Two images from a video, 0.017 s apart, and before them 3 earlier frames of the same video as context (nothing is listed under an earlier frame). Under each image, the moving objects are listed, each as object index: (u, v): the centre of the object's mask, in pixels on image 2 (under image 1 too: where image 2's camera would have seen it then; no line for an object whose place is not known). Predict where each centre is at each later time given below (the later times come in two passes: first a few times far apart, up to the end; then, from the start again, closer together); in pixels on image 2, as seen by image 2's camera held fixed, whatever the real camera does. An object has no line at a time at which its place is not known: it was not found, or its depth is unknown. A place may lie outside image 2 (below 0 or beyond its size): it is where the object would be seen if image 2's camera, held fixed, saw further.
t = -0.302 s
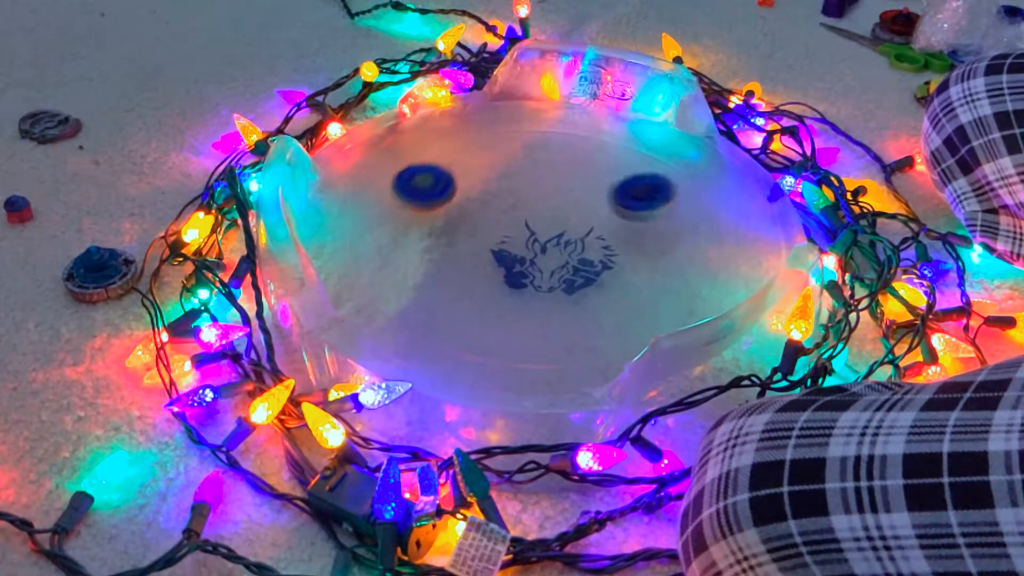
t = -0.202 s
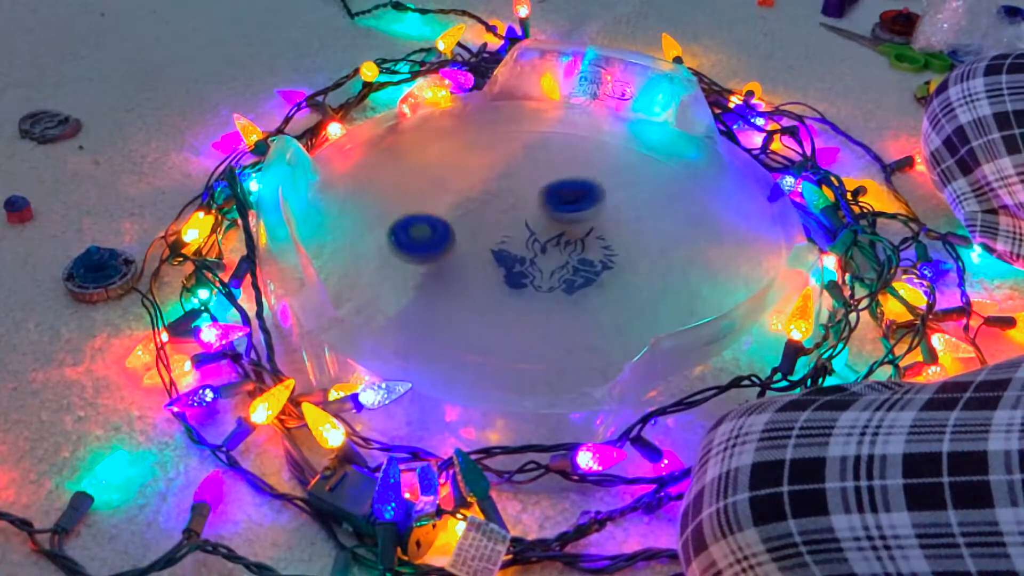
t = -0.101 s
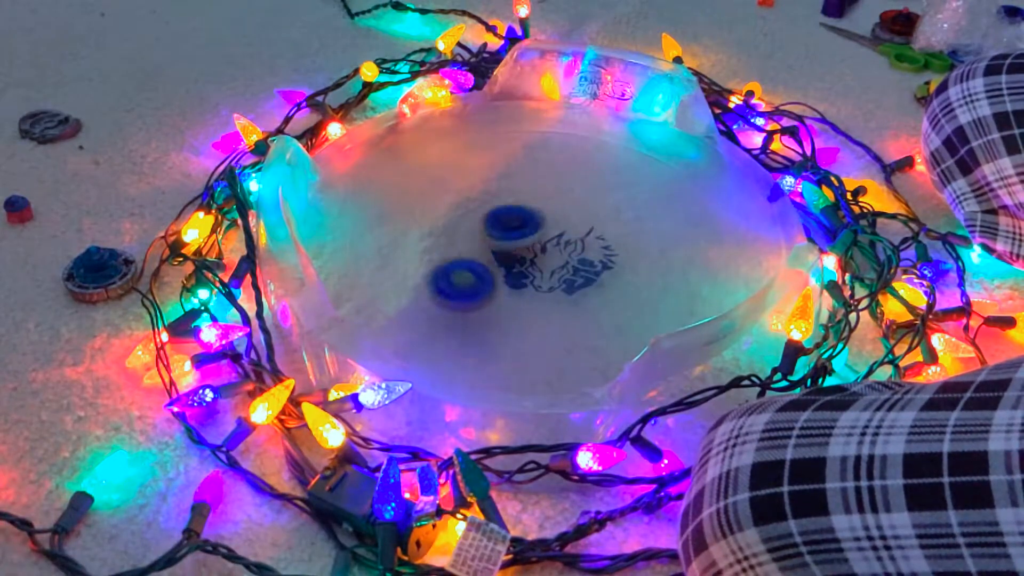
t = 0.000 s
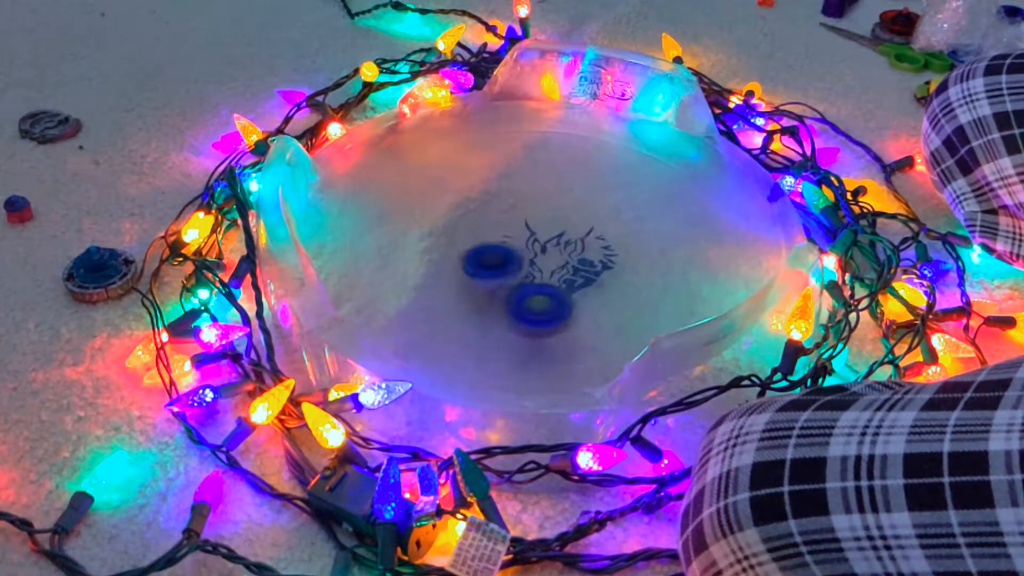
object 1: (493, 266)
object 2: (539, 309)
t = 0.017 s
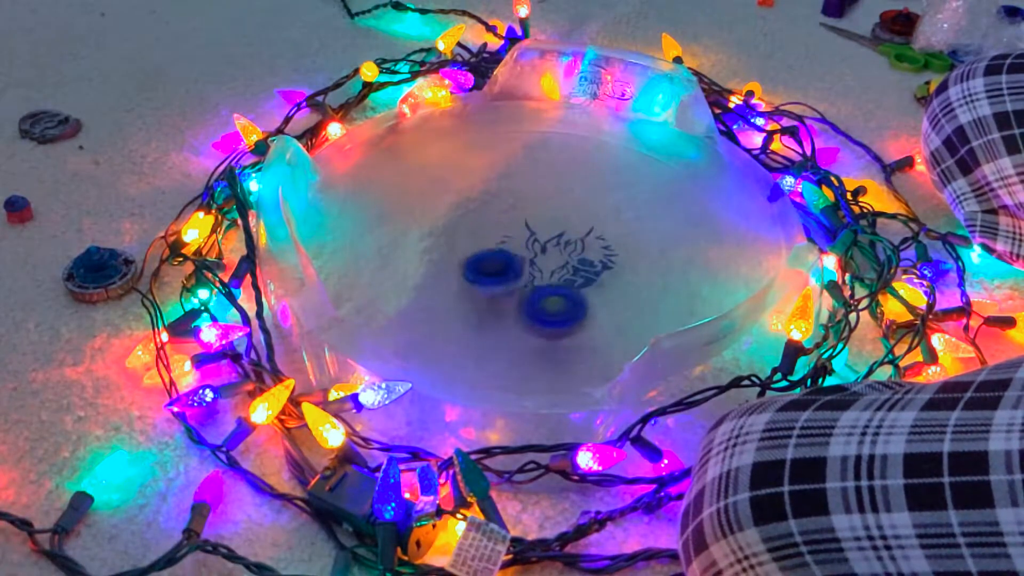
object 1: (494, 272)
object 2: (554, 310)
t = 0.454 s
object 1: (616, 237)
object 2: (656, 170)
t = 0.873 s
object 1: (422, 278)
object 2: (421, 234)
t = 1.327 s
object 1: (657, 249)
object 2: (527, 248)
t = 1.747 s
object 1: (657, 148)
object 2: (373, 228)
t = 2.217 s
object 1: (691, 233)
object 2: (561, 265)
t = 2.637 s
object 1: (614, 245)
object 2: (477, 201)
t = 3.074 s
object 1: (595, 313)
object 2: (569, 245)
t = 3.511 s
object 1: (467, 247)
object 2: (461, 203)
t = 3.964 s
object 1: (565, 287)
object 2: (573, 212)
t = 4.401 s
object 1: (525, 222)
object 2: (450, 153)
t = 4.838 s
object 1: (611, 224)
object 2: (554, 270)
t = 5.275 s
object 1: (537, 239)
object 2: (615, 176)
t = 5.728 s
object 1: (589, 254)
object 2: (504, 268)
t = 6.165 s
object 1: (477, 251)
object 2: (646, 246)
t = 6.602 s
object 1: (566, 264)
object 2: (454, 171)
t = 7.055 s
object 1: (513, 223)
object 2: (414, 264)
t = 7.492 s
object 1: (475, 183)
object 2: (675, 303)
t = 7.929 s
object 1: (561, 219)
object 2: (668, 200)
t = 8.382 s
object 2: (498, 179)
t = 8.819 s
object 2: (408, 274)
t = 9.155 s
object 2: (515, 318)
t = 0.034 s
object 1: (496, 279)
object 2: (569, 312)
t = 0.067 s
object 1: (504, 293)
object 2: (597, 309)
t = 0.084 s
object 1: (511, 298)
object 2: (611, 307)
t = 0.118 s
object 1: (530, 307)
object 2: (637, 300)
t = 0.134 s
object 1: (540, 311)
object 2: (649, 296)
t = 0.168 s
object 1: (563, 315)
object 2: (670, 284)
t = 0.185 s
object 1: (575, 315)
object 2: (680, 277)
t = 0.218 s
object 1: (597, 314)
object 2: (694, 263)
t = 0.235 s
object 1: (608, 312)
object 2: (700, 255)
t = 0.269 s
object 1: (627, 304)
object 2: (706, 240)
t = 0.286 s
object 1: (634, 299)
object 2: (708, 233)
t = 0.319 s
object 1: (644, 288)
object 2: (707, 218)
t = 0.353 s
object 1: (646, 275)
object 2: (700, 203)
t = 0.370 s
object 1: (646, 268)
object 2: (696, 197)
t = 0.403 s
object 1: (639, 255)
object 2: (682, 184)
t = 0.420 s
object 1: (632, 249)
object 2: (674, 179)
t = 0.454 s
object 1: (616, 237)
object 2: (656, 170)
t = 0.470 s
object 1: (608, 232)
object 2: (646, 166)
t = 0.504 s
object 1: (587, 223)
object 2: (623, 160)
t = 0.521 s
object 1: (575, 220)
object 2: (612, 157)
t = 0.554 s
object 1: (552, 215)
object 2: (587, 154)
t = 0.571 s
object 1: (539, 213)
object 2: (575, 154)
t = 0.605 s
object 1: (514, 211)
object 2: (550, 155)
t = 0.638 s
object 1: (489, 212)
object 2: (525, 158)
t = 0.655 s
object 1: (478, 214)
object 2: (514, 161)
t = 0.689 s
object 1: (459, 219)
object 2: (492, 168)
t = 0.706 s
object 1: (450, 222)
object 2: (482, 171)
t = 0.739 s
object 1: (433, 230)
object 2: (463, 181)
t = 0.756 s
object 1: (427, 235)
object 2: (454, 187)
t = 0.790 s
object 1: (418, 246)
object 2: (441, 199)
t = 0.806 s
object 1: (416, 252)
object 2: (435, 206)
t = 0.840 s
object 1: (415, 264)
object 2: (426, 220)
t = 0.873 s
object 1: (422, 278)
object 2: (421, 234)
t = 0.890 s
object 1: (429, 295)
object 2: (422, 237)
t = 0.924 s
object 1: (444, 320)
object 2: (428, 228)
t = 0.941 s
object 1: (459, 323)
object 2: (432, 223)
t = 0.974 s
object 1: (493, 333)
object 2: (440, 217)
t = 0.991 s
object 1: (509, 336)
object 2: (445, 216)
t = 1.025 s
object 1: (542, 338)
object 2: (454, 214)
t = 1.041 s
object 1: (557, 339)
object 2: (459, 214)
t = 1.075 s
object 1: (585, 338)
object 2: (467, 215)
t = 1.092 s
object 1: (598, 336)
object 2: (470, 217)
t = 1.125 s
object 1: (622, 327)
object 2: (475, 221)
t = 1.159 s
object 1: (640, 317)
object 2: (476, 229)
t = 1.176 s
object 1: (648, 311)
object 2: (478, 232)
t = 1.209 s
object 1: (660, 300)
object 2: (484, 239)
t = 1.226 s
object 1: (664, 293)
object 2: (489, 243)
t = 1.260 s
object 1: (666, 277)
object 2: (501, 247)
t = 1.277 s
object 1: (665, 269)
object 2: (506, 248)
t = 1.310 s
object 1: (660, 255)
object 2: (520, 249)
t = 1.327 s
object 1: (657, 249)
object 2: (527, 248)
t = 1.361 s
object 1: (644, 235)
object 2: (542, 243)
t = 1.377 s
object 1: (636, 228)
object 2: (547, 240)
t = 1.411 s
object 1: (625, 216)
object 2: (550, 231)
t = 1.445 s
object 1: (683, 191)
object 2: (494, 209)
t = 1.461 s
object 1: (711, 185)
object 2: (463, 204)
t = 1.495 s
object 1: (721, 171)
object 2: (417, 186)
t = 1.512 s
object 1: (724, 169)
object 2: (395, 180)
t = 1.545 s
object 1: (724, 158)
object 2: (366, 169)
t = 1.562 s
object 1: (724, 153)
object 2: (360, 166)
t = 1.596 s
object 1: (725, 142)
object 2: (350, 170)
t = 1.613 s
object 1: (719, 135)
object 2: (348, 173)
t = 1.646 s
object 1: (705, 130)
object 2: (352, 185)
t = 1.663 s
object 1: (698, 128)
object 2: (354, 190)
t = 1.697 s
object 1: (681, 135)
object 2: (361, 205)
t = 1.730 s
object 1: (665, 143)
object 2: (369, 220)
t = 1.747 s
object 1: (657, 148)
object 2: (373, 228)
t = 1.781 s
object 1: (647, 156)
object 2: (383, 241)
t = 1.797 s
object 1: (643, 160)
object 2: (390, 249)
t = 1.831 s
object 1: (637, 167)
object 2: (406, 262)
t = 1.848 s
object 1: (634, 171)
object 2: (416, 268)
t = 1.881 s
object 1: (631, 179)
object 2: (437, 276)
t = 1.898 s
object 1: (629, 183)
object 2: (448, 280)
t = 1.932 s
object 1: (626, 193)
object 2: (472, 285)
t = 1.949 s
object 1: (626, 198)
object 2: (485, 286)
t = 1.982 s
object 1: (625, 208)
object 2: (508, 288)
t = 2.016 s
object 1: (626, 218)
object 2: (530, 286)
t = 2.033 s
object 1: (627, 221)
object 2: (540, 284)
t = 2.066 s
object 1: (629, 230)
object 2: (559, 279)
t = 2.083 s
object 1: (631, 236)
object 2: (568, 276)
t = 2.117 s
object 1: (645, 239)
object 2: (573, 272)
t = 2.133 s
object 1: (658, 238)
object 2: (569, 271)
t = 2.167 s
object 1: (674, 237)
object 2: (562, 270)
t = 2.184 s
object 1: (680, 235)
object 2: (561, 268)
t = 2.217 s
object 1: (691, 233)
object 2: (561, 265)
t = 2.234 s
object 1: (696, 232)
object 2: (562, 263)
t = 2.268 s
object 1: (704, 231)
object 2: (567, 248)
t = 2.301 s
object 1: (710, 231)
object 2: (572, 238)
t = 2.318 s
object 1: (711, 230)
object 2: (572, 233)
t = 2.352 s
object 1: (712, 230)
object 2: (571, 220)
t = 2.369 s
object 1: (711, 230)
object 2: (568, 217)
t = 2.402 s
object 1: (707, 231)
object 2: (563, 210)
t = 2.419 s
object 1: (705, 231)
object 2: (558, 204)
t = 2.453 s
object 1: (696, 231)
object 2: (548, 196)
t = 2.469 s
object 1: (691, 232)
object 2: (542, 193)
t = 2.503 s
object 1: (678, 232)
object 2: (528, 189)
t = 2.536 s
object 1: (663, 233)
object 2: (514, 188)
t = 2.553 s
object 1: (654, 234)
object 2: (507, 188)
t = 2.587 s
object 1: (637, 238)
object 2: (493, 192)
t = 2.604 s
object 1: (629, 241)
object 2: (487, 195)
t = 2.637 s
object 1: (614, 245)
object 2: (477, 201)
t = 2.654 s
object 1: (603, 247)
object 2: (473, 206)
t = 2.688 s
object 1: (589, 253)
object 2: (469, 215)
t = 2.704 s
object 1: (582, 256)
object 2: (468, 221)
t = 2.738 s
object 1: (567, 263)
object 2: (471, 232)
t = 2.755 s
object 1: (561, 266)
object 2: (474, 236)
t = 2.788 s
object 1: (546, 272)
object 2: (482, 247)
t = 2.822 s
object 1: (551, 282)
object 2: (481, 248)
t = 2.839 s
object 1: (552, 288)
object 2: (481, 249)
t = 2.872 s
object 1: (555, 295)
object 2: (485, 253)
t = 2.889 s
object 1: (557, 300)
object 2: (491, 255)
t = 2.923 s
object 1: (561, 306)
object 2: (505, 261)
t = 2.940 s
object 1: (564, 309)
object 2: (512, 262)
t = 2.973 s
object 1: (572, 312)
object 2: (527, 262)
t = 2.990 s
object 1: (575, 314)
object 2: (534, 263)
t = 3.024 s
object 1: (584, 315)
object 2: (552, 258)
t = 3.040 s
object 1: (588, 314)
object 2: (558, 252)
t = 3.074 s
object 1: (595, 313)
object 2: (569, 245)
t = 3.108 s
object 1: (598, 308)
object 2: (575, 235)
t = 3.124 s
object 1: (599, 305)
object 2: (577, 232)
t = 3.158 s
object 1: (596, 298)
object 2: (576, 218)
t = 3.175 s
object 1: (594, 295)
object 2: (574, 214)
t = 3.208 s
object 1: (588, 288)
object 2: (568, 205)
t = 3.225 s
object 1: (583, 285)
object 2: (565, 201)
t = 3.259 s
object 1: (571, 278)
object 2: (553, 193)
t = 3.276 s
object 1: (565, 275)
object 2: (547, 190)
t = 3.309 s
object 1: (551, 269)
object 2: (534, 185)
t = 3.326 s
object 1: (544, 266)
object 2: (526, 184)
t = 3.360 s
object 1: (532, 261)
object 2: (511, 184)
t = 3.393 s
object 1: (517, 253)
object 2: (497, 186)
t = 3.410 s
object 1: (510, 251)
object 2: (490, 188)
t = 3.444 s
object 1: (494, 246)
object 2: (477, 195)
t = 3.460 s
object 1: (486, 243)
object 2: (473, 198)
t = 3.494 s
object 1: (472, 246)
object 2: (464, 201)
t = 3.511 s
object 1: (467, 247)
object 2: (461, 203)
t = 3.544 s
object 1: (454, 260)
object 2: (458, 200)
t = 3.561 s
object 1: (451, 266)
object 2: (457, 199)
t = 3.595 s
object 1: (450, 276)
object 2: (456, 200)
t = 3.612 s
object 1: (450, 280)
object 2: (456, 202)
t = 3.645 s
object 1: (454, 288)
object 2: (458, 209)
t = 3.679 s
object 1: (460, 296)
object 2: (463, 216)
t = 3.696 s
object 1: (466, 299)
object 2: (467, 221)
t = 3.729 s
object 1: (475, 306)
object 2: (478, 228)
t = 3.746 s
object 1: (483, 308)
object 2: (485, 231)
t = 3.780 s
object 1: (497, 311)
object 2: (500, 235)
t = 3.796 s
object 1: (505, 311)
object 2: (509, 238)
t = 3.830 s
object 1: (520, 311)
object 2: (525, 235)
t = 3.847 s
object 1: (529, 310)
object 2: (534, 232)
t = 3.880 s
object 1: (542, 305)
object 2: (549, 231)
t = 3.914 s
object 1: (553, 299)
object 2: (561, 223)
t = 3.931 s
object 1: (558, 295)
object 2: (566, 220)
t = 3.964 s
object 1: (565, 287)
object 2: (573, 212)
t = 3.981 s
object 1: (568, 281)
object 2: (576, 207)
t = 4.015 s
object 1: (570, 271)
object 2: (578, 197)
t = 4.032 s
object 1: (571, 267)
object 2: (578, 193)
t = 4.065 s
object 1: (570, 259)
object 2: (575, 183)
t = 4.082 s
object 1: (567, 254)
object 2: (572, 179)
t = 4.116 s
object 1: (564, 244)
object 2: (564, 171)
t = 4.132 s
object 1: (561, 239)
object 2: (558, 168)
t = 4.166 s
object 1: (556, 227)
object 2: (546, 164)
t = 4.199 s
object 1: (551, 218)
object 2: (532, 164)
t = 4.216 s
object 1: (547, 214)
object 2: (525, 165)
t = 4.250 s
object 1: (543, 217)
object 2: (508, 155)
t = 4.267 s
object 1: (541, 219)
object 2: (500, 149)
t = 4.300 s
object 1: (538, 224)
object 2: (483, 141)
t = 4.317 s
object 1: (536, 226)
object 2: (477, 141)
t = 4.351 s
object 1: (532, 225)
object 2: (464, 142)
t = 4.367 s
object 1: (530, 224)
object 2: (459, 145)
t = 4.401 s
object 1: (525, 222)
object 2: (450, 153)
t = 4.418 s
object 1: (523, 221)
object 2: (446, 158)
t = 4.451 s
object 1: (518, 219)
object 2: (441, 170)
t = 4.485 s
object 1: (513, 221)
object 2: (440, 183)
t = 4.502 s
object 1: (511, 223)
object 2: (440, 189)
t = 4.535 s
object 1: (510, 228)
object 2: (444, 203)
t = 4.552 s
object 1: (513, 230)
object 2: (443, 208)
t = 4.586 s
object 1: (529, 238)
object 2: (443, 218)
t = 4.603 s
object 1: (537, 240)
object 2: (446, 224)
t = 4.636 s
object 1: (550, 241)
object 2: (454, 234)
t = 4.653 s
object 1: (556, 241)
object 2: (460, 239)
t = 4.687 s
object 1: (569, 241)
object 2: (474, 248)
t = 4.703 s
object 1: (575, 241)
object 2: (481, 253)
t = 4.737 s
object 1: (586, 238)
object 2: (498, 261)
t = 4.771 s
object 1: (596, 234)
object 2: (516, 265)
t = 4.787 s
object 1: (601, 232)
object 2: (525, 266)
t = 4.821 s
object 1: (608, 227)
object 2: (544, 269)
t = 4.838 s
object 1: (611, 224)
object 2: (554, 270)
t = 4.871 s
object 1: (615, 218)
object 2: (570, 267)
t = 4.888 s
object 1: (615, 215)
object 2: (579, 266)
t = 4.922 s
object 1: (613, 210)
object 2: (596, 262)
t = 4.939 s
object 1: (612, 207)
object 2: (604, 259)
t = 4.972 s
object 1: (605, 203)
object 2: (620, 251)
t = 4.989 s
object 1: (601, 203)
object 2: (626, 247)
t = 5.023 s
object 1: (591, 202)
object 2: (635, 241)
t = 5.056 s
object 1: (581, 202)
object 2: (643, 231)
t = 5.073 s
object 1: (576, 204)
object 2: (646, 226)
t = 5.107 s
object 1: (567, 207)
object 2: (649, 217)
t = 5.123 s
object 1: (562, 209)
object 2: (650, 212)
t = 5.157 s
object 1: (554, 215)
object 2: (648, 202)
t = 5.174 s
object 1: (550, 218)
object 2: (645, 197)
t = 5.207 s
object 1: (544, 225)
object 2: (639, 188)
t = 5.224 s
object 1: (542, 229)
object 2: (634, 185)
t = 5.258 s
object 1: (538, 235)
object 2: (622, 179)
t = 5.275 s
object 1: (537, 239)
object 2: (615, 176)
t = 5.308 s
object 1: (536, 247)
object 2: (600, 173)
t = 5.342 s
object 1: (537, 255)
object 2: (584, 172)
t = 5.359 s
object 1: (538, 258)
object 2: (575, 172)
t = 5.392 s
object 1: (542, 264)
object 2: (557, 175)
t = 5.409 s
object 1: (545, 268)
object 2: (549, 177)
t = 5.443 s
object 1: (551, 271)
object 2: (533, 184)
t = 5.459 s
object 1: (556, 272)
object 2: (526, 187)
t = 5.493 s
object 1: (563, 276)
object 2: (513, 197)
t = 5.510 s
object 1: (568, 277)
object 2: (508, 202)
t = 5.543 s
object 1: (577, 276)
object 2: (499, 213)
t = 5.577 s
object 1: (586, 275)
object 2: (493, 223)
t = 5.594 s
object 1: (589, 273)
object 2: (492, 228)
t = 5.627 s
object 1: (594, 269)
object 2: (492, 240)
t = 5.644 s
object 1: (595, 266)
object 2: (493, 244)
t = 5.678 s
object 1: (595, 261)
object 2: (495, 254)
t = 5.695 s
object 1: (593, 260)
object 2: (498, 259)
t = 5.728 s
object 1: (589, 254)
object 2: (504, 268)
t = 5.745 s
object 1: (586, 252)
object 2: (509, 273)
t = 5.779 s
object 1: (578, 247)
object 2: (519, 281)
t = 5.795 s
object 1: (573, 245)
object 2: (525, 283)
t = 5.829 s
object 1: (564, 241)
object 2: (538, 290)
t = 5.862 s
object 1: (552, 239)
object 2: (554, 294)
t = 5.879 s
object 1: (547, 236)
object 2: (562, 296)
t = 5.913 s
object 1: (535, 236)
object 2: (579, 297)
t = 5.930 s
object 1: (530, 235)
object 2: (587, 297)
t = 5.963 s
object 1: (517, 235)
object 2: (605, 295)
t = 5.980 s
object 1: (513, 236)
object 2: (613, 293)
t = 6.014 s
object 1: (503, 236)
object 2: (627, 288)
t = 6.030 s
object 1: (498, 237)
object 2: (633, 284)
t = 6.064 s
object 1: (490, 239)
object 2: (643, 276)
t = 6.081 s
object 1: (488, 241)
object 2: (646, 272)
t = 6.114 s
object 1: (479, 244)
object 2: (649, 262)
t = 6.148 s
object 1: (478, 248)
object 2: (648, 252)
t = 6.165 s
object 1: (477, 251)
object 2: (646, 246)
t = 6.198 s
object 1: (478, 255)
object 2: (639, 237)
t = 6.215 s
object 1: (480, 256)
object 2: (634, 232)
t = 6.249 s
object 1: (485, 261)
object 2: (621, 225)
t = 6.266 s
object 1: (489, 262)
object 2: (614, 222)
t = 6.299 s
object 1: (497, 264)
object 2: (599, 216)
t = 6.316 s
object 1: (502, 264)
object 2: (591, 213)
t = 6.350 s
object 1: (510, 263)
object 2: (573, 210)
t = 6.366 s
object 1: (514, 261)
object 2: (564, 210)
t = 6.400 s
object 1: (521, 260)
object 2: (548, 208)
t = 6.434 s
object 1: (527, 257)
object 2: (530, 207)
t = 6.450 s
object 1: (529, 256)
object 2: (522, 207)
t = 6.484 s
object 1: (534, 261)
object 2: (505, 194)
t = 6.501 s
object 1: (542, 264)
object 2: (497, 187)
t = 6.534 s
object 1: (549, 266)
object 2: (481, 177)
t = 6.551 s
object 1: (554, 265)
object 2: (474, 174)
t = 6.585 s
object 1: (561, 265)
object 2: (461, 171)
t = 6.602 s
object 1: (566, 264)
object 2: (454, 171)
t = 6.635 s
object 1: (572, 262)
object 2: (439, 171)
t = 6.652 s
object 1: (574, 259)
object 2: (432, 172)
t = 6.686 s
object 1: (578, 255)
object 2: (418, 175)
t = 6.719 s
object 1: (579, 250)
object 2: (405, 179)
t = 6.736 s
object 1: (579, 247)
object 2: (398, 182)
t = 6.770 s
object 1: (578, 242)
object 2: (387, 187)
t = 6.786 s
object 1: (575, 239)
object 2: (382, 189)
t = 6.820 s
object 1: (570, 233)
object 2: (374, 197)
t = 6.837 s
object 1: (567, 230)
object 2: (370, 200)
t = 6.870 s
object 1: (559, 227)
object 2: (365, 209)
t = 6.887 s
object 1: (556, 225)
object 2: (365, 214)
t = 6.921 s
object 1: (547, 224)
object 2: (367, 224)
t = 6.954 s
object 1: (538, 222)
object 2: (373, 234)
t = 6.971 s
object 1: (533, 222)
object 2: (377, 240)
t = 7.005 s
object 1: (524, 221)
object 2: (389, 250)
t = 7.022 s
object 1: (520, 221)
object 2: (397, 255)
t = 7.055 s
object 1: (513, 223)
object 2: (414, 264)
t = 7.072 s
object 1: (510, 224)
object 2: (423, 268)
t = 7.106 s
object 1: (504, 227)
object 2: (442, 275)
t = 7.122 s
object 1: (502, 229)
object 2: (453, 278)
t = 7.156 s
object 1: (498, 232)
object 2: (477, 281)
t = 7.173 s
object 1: (496, 234)
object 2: (488, 281)
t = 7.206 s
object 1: (496, 236)
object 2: (511, 280)
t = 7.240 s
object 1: (493, 223)
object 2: (536, 305)
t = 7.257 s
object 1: (494, 218)
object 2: (550, 314)
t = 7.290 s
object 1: (493, 207)
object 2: (579, 328)
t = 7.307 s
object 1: (492, 204)
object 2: (592, 333)
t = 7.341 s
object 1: (489, 197)
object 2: (615, 335)
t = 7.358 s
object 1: (487, 196)
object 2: (624, 333)
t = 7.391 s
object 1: (483, 191)
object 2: (637, 326)
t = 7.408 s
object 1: (482, 188)
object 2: (643, 320)
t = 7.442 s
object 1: (478, 184)
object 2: (656, 312)
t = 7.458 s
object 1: (477, 184)
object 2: (662, 309)
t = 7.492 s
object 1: (475, 183)
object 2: (675, 303)
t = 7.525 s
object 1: (475, 183)
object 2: (686, 296)
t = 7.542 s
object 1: (474, 183)
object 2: (691, 292)
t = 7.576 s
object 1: (476, 186)
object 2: (701, 284)
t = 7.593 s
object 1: (478, 187)
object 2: (706, 280)
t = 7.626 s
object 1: (481, 190)
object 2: (716, 272)
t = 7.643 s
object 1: (485, 193)
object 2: (721, 268)
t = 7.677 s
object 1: (491, 197)
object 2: (723, 258)
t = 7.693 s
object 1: (496, 200)
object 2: (722, 253)
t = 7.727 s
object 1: (504, 203)
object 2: (721, 244)
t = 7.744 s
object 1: (509, 206)
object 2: (721, 239)
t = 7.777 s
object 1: (519, 210)
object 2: (718, 229)
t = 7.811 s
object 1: (528, 212)
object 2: (713, 222)
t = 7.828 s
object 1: (532, 213)
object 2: (709, 217)
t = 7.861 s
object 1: (543, 215)
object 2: (697, 210)
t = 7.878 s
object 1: (547, 216)
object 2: (691, 208)
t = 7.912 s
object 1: (558, 218)
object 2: (677, 202)
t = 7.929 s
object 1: (561, 219)
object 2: (668, 200)
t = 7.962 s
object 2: (652, 197)
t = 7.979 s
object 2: (644, 195)
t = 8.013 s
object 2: (639, 187)
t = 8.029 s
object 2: (641, 180)
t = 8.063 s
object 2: (638, 172)
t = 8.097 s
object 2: (629, 166)
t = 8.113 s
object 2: (622, 165)
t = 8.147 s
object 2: (607, 162)
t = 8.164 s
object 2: (599, 162)
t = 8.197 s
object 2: (583, 161)
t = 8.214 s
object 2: (574, 161)
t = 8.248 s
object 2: (558, 162)
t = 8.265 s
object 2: (550, 163)
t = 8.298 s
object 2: (534, 167)
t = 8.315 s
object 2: (526, 169)
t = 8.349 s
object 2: (512, 173)
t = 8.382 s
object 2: (498, 179)
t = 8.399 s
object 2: (492, 182)
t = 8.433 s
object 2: (480, 189)
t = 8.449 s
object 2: (474, 193)
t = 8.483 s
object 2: (464, 201)
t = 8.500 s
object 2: (460, 204)
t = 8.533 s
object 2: (451, 214)
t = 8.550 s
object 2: (448, 218)
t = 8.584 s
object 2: (443, 228)
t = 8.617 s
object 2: (439, 238)
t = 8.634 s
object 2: (439, 243)
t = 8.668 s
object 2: (439, 253)
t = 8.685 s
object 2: (439, 258)
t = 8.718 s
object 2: (443, 268)
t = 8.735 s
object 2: (436, 270)
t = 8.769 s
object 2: (418, 271)
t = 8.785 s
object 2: (413, 271)
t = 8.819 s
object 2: (408, 274)
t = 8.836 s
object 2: (408, 276)
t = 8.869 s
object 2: (409, 282)
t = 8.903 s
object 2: (413, 290)
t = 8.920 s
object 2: (415, 294)
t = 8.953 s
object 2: (422, 302)
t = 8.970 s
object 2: (427, 306)
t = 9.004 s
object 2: (439, 313)
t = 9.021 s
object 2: (446, 315)
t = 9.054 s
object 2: (462, 319)
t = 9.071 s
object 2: (471, 320)
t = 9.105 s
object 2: (489, 321)
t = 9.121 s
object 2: (498, 320)
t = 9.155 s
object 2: (515, 318)
